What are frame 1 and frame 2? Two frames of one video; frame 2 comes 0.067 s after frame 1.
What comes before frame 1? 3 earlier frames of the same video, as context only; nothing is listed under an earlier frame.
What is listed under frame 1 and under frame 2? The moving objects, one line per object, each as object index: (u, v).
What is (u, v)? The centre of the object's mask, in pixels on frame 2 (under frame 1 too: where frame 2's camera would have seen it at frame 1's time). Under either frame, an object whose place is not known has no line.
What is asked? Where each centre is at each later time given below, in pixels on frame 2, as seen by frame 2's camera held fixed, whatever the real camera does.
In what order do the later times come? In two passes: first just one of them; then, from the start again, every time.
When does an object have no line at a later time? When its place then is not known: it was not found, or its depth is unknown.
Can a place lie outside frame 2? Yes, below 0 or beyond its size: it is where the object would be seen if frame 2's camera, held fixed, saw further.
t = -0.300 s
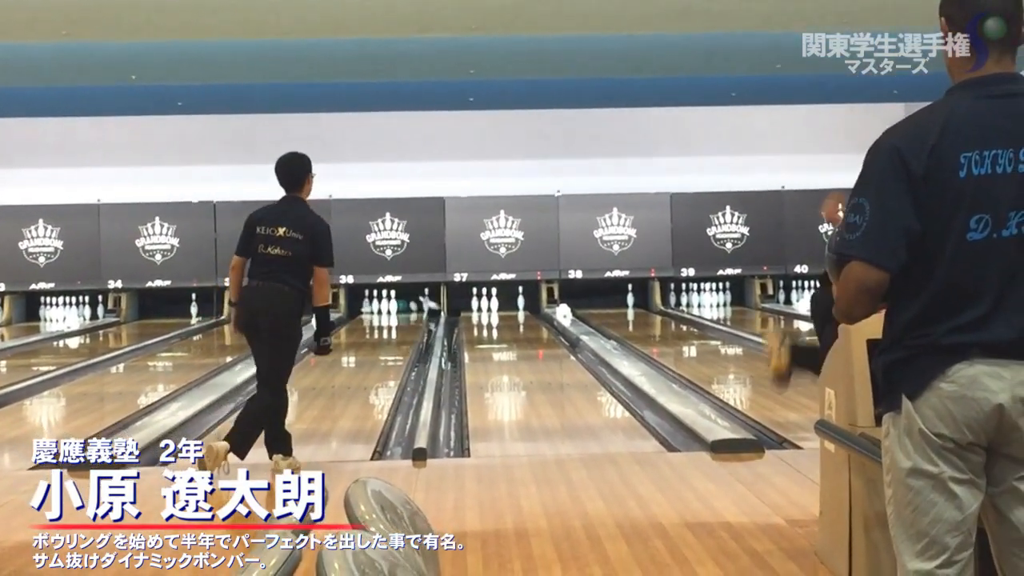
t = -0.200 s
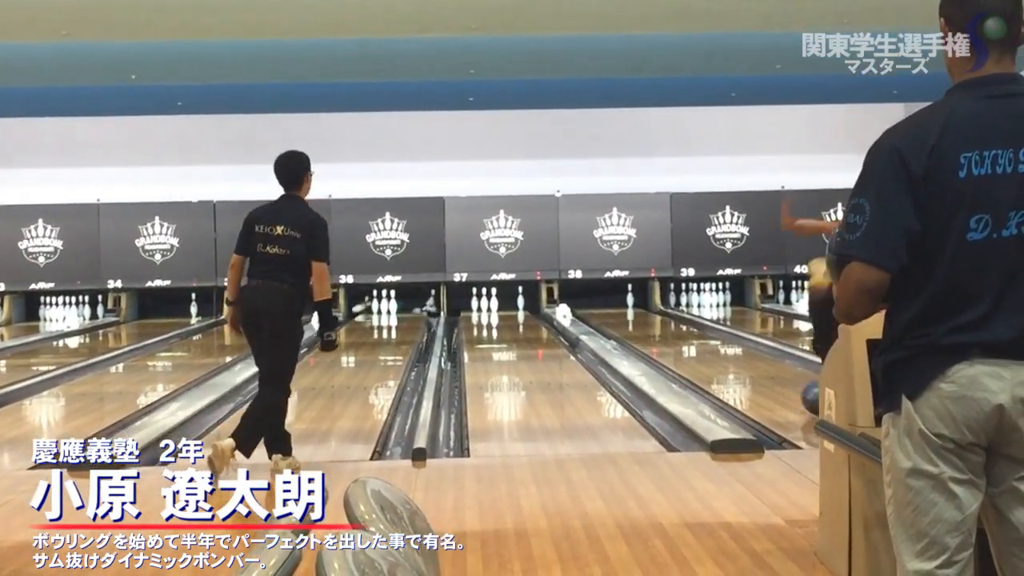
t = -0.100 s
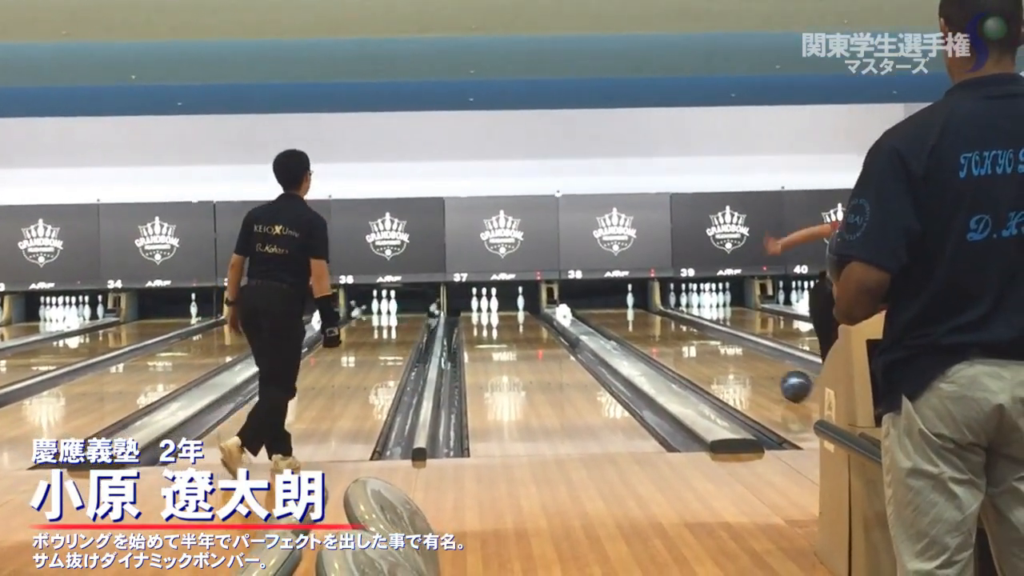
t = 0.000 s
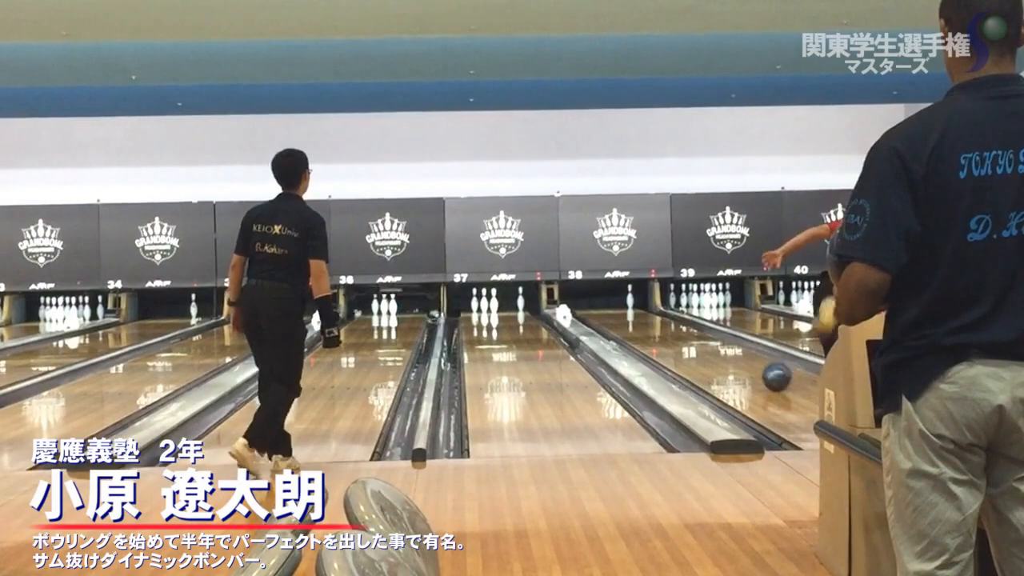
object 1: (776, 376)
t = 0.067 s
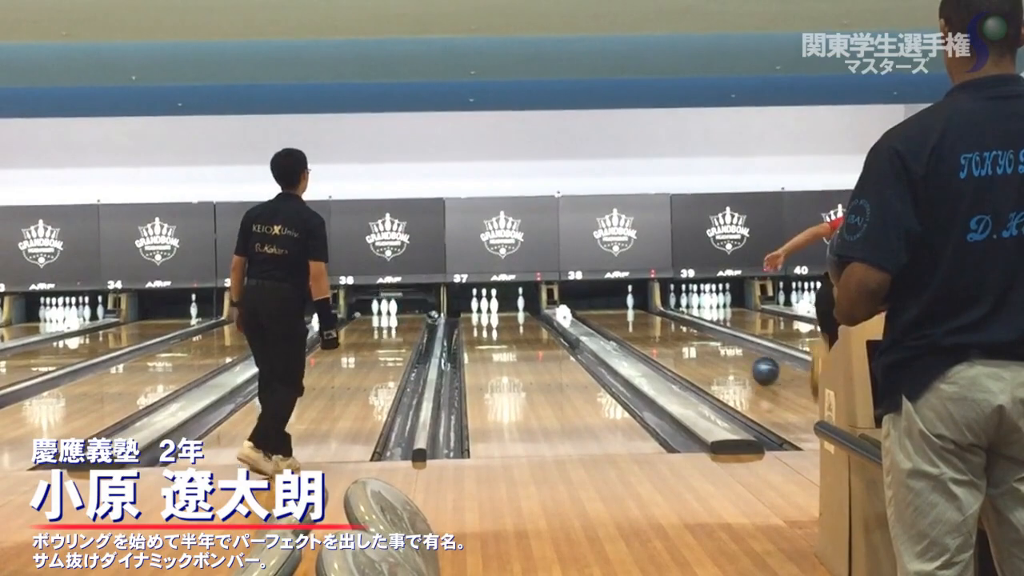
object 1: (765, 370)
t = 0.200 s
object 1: (745, 360)
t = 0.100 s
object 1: (760, 367)
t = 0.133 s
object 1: (754, 365)
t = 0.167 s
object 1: (750, 362)
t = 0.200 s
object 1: (745, 360)
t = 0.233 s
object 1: (740, 357)
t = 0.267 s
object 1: (736, 355)
